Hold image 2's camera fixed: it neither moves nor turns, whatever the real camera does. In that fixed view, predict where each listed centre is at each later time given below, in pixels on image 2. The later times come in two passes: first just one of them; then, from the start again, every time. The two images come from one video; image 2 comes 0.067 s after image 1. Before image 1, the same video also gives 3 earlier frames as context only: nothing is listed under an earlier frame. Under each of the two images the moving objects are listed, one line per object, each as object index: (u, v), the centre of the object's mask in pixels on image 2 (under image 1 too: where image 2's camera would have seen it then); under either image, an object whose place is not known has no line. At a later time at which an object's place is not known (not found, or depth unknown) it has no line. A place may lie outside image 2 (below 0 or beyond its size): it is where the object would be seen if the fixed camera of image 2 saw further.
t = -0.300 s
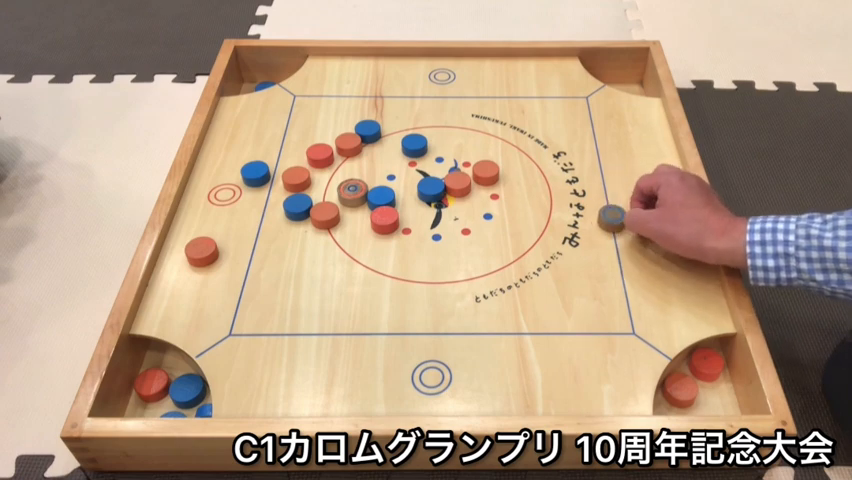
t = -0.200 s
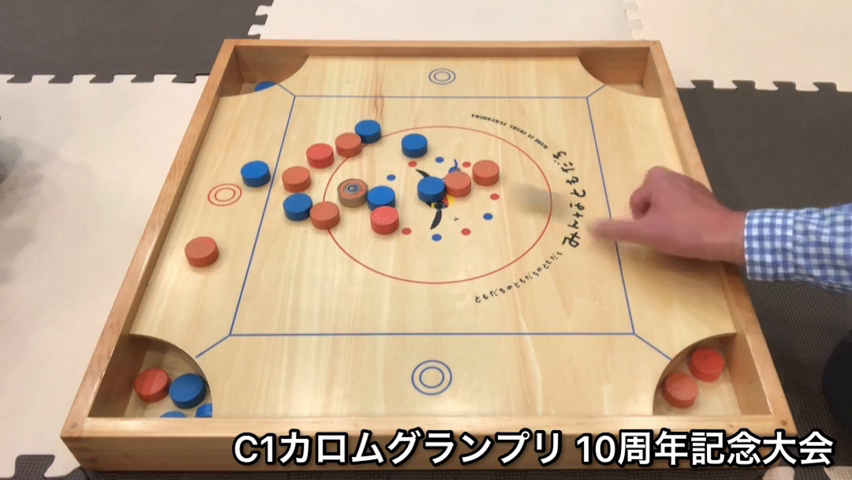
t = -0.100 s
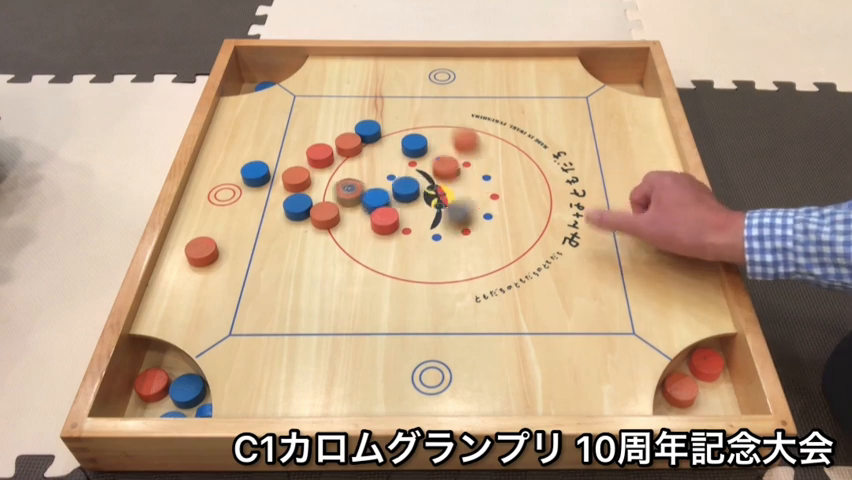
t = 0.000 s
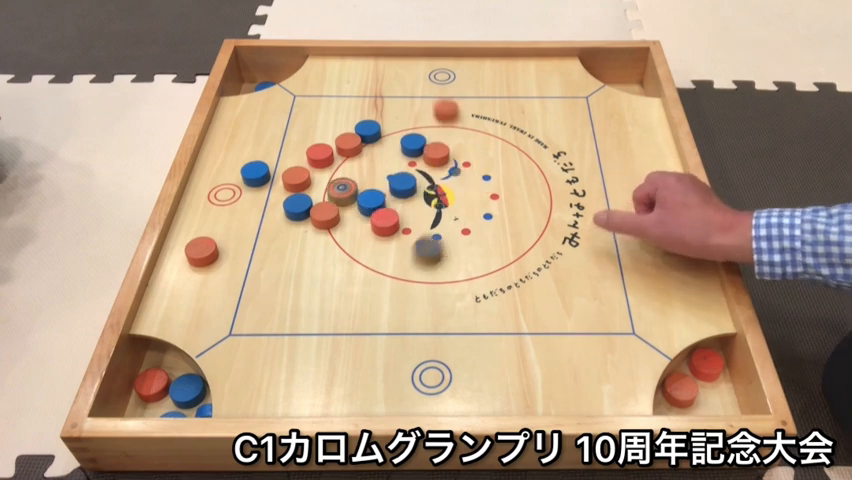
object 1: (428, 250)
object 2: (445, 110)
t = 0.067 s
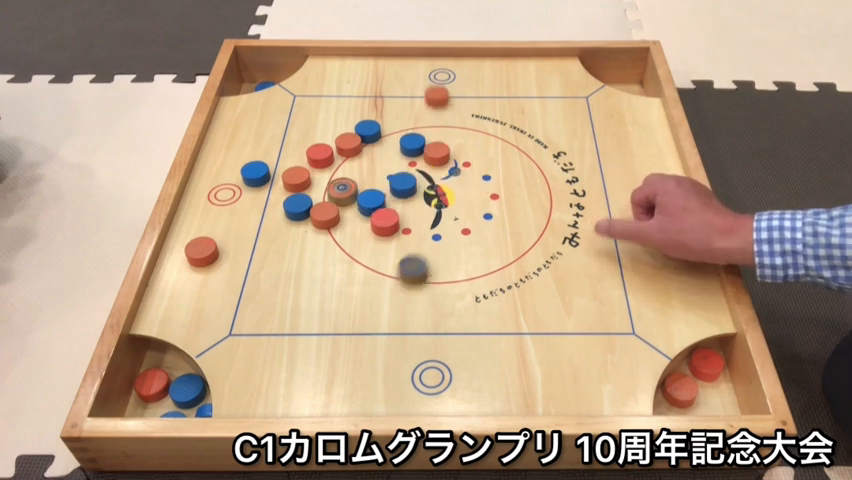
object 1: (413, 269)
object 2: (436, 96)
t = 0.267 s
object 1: (398, 292)
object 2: (423, 75)
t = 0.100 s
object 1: (407, 276)
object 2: (433, 90)
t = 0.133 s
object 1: (403, 283)
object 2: (430, 85)
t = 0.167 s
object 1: (400, 287)
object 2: (428, 81)
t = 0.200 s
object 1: (399, 290)
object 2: (426, 78)
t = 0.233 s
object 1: (398, 291)
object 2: (424, 76)
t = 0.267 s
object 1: (398, 292)
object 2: (423, 75)
